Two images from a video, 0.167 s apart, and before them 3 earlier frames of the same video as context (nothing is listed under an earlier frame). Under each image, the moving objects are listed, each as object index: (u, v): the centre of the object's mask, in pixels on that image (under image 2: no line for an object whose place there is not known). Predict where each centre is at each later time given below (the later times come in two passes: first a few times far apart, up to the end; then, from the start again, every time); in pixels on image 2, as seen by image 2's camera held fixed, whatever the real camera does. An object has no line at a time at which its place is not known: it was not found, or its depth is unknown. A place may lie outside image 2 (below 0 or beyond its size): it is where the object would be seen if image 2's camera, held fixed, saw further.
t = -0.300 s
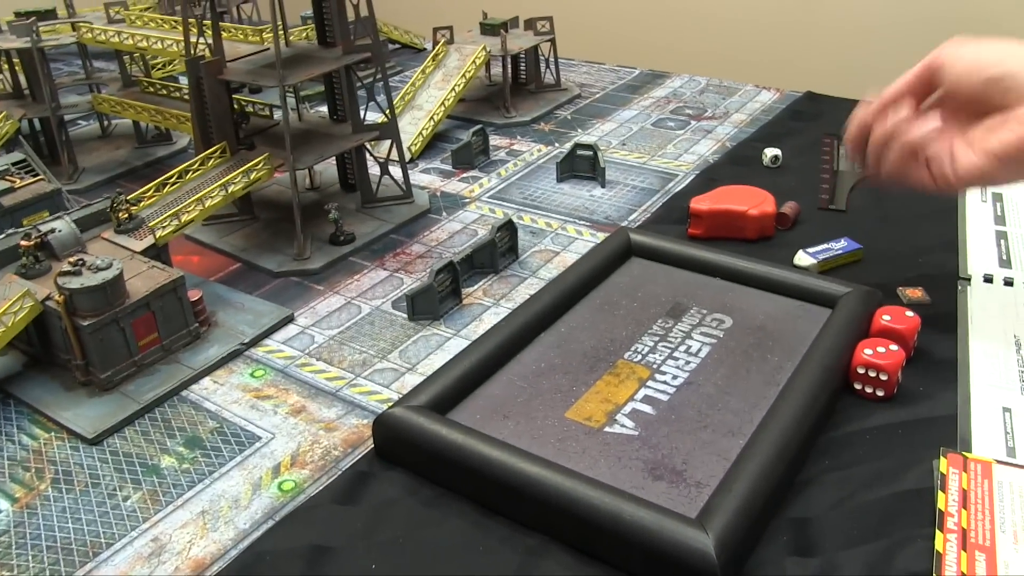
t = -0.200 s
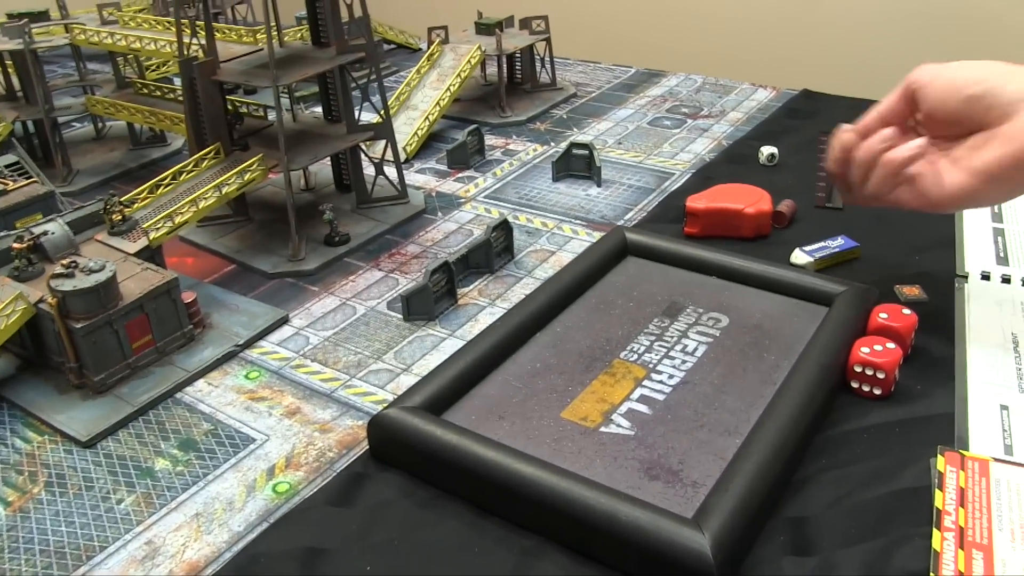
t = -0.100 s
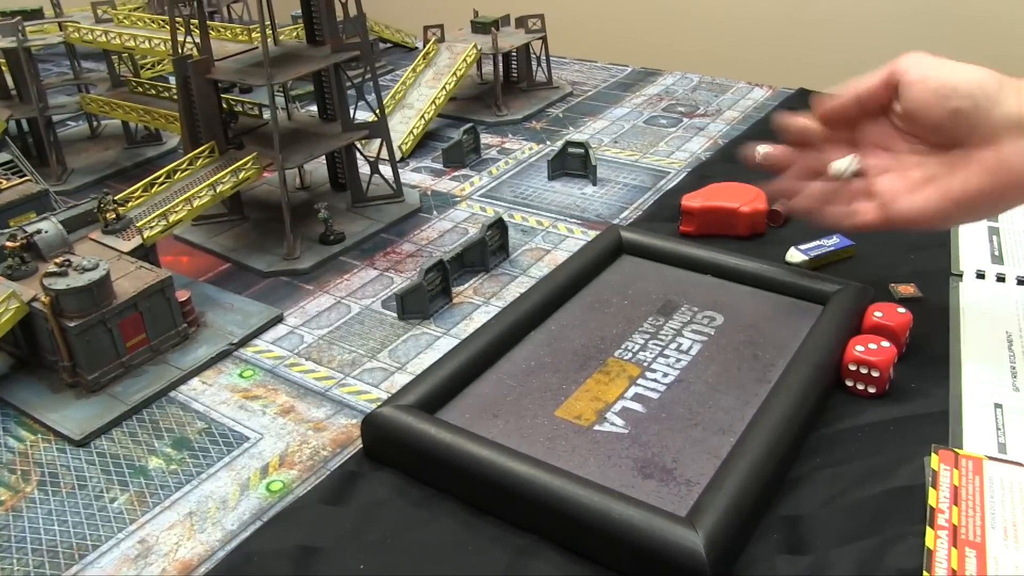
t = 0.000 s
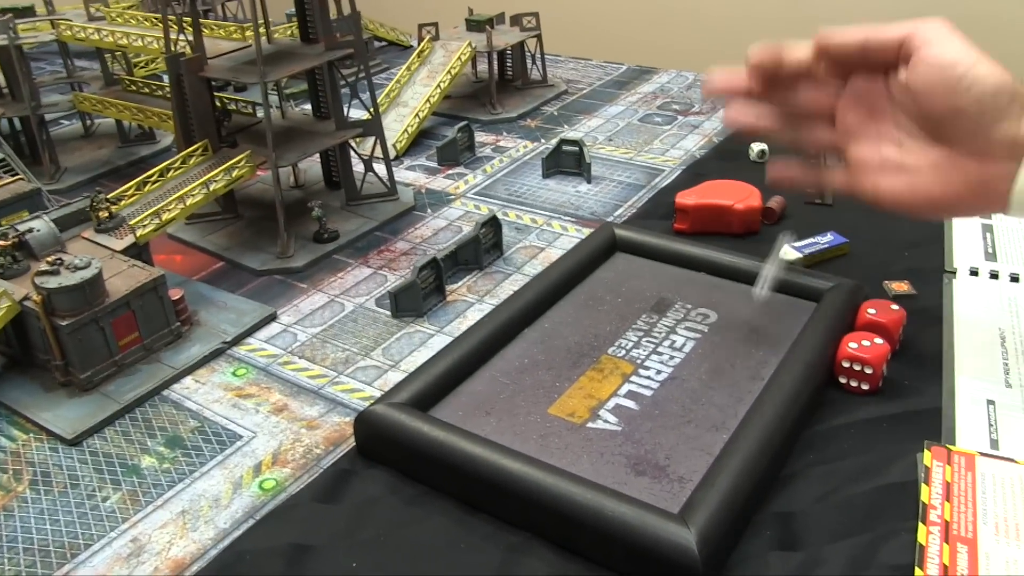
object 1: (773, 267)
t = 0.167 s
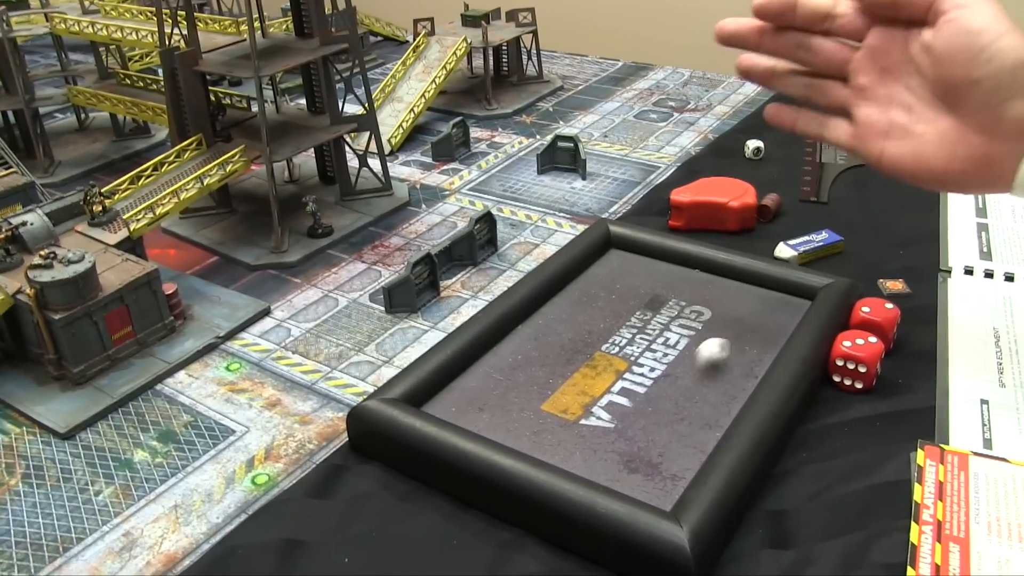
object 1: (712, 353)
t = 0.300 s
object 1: (652, 402)
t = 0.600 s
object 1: (580, 446)
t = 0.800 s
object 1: (601, 435)
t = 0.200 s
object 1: (699, 367)
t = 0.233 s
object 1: (683, 382)
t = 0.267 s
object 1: (667, 391)
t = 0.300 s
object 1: (652, 402)
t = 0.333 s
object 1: (634, 413)
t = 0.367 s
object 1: (620, 420)
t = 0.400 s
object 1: (605, 429)
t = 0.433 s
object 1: (593, 438)
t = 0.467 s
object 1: (582, 447)
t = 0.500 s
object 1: (573, 455)
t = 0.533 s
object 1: (570, 453)
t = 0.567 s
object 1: (575, 449)
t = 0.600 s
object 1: (580, 446)
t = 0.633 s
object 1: (584, 444)
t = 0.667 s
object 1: (591, 441)
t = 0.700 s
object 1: (594, 435)
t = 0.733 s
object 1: (596, 433)
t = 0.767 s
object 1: (598, 433)
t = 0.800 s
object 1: (601, 435)
